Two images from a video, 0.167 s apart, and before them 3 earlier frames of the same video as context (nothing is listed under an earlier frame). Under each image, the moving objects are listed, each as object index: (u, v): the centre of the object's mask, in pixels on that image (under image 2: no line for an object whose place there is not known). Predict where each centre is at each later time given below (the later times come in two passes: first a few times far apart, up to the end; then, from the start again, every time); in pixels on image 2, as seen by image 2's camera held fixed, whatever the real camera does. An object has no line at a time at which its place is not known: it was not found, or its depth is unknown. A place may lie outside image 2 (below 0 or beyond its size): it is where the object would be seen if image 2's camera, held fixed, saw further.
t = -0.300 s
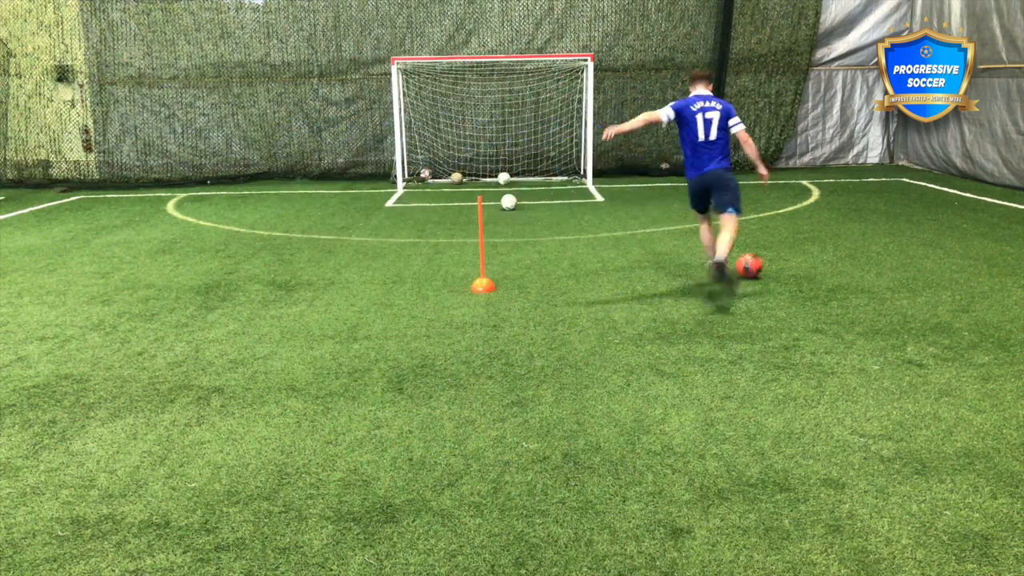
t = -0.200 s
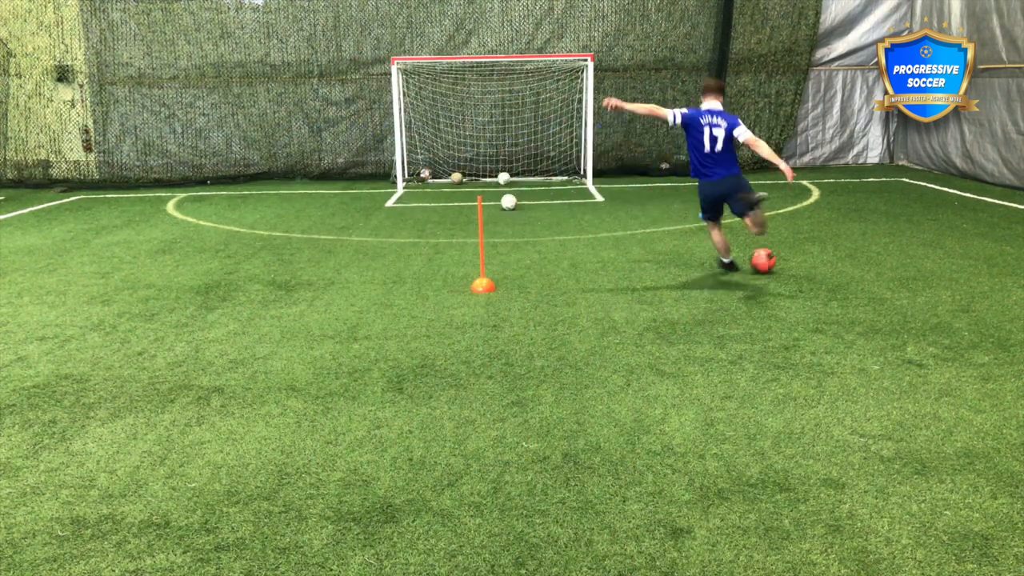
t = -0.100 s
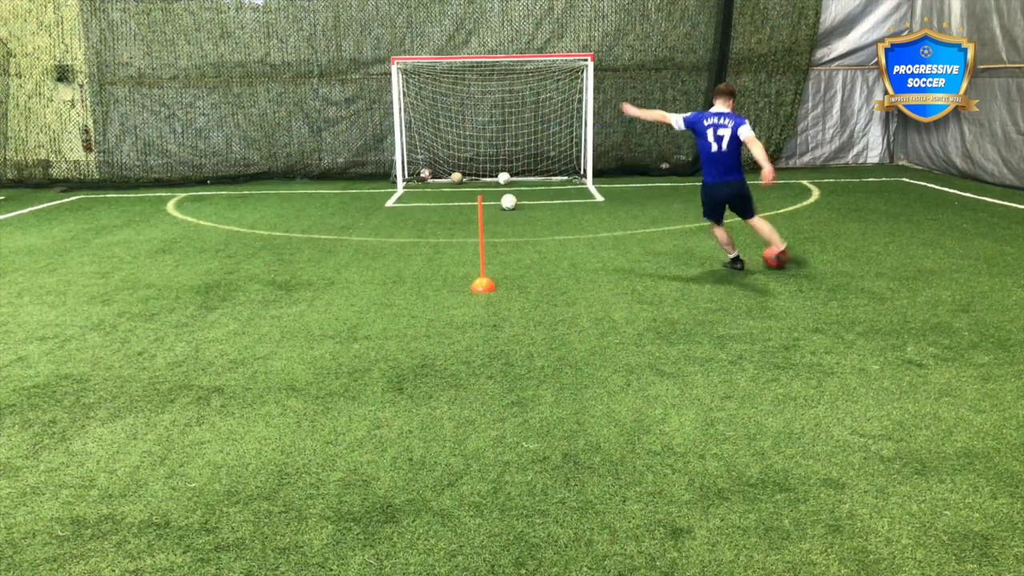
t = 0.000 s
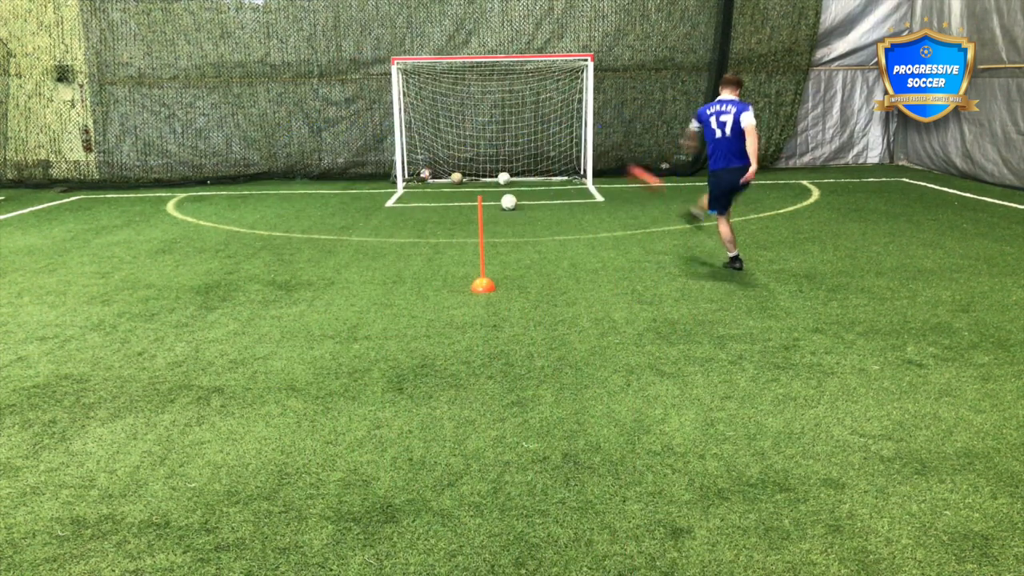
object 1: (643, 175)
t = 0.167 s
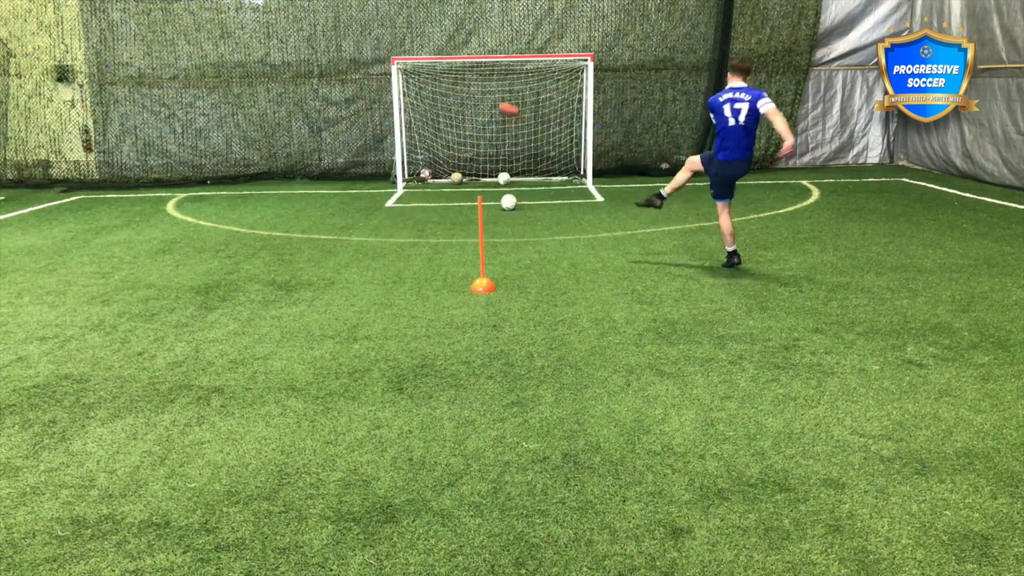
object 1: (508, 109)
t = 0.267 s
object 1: (464, 95)
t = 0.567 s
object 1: (433, 165)
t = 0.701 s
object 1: (443, 172)
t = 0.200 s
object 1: (490, 103)
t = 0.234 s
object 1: (473, 97)
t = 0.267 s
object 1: (464, 95)
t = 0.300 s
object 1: (457, 93)
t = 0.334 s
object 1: (453, 98)
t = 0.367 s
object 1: (449, 108)
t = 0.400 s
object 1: (446, 117)
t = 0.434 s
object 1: (442, 127)
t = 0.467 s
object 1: (439, 137)
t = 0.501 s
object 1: (435, 149)
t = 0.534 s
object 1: (432, 160)
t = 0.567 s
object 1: (433, 165)
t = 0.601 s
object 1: (437, 166)
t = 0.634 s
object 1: (439, 168)
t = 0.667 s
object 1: (442, 171)
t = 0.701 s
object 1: (443, 172)
